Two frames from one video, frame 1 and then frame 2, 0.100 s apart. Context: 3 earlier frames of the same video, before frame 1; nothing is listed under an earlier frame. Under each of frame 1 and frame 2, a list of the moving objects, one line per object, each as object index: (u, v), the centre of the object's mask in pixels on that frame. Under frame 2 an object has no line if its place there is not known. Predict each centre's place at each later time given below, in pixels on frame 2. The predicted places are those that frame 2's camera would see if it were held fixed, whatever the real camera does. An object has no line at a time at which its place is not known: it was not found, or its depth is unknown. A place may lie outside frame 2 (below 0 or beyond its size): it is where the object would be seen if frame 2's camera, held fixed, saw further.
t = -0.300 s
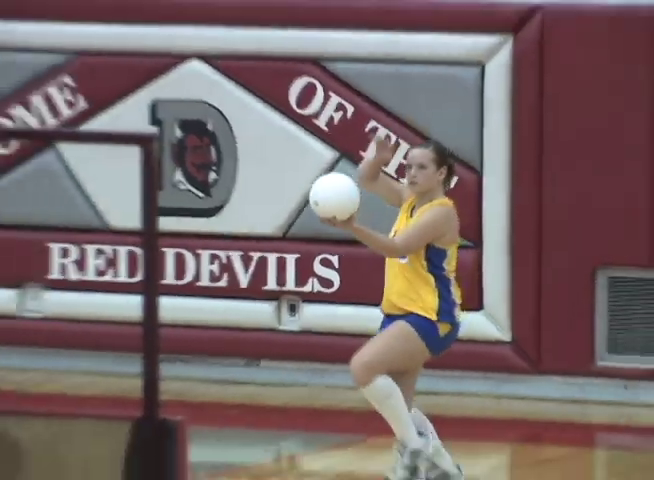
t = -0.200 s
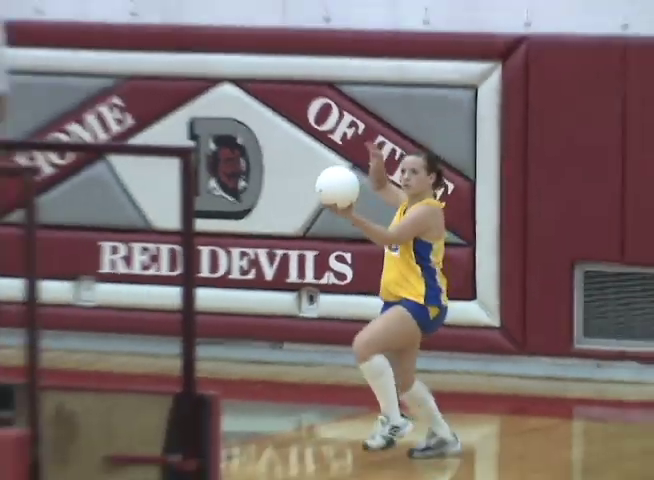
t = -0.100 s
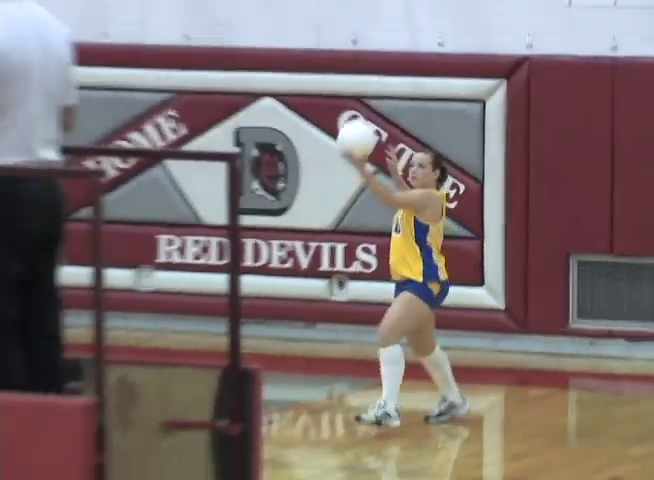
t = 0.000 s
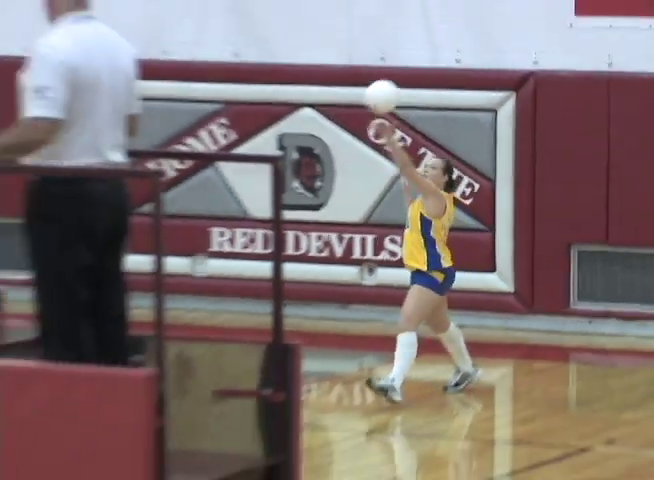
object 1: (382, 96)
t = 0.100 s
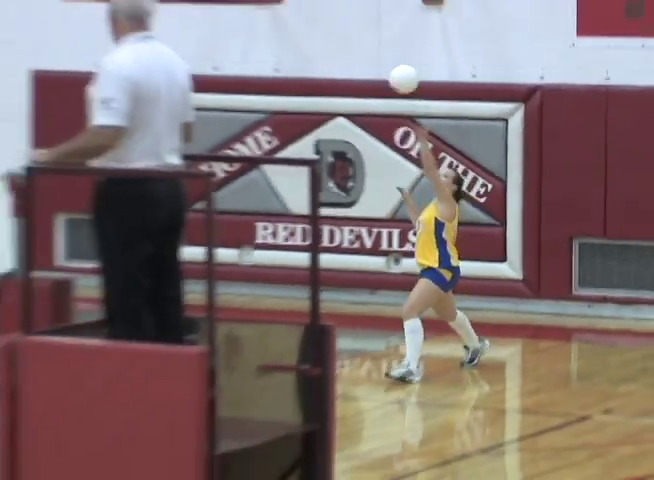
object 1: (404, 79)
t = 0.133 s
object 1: (403, 72)
